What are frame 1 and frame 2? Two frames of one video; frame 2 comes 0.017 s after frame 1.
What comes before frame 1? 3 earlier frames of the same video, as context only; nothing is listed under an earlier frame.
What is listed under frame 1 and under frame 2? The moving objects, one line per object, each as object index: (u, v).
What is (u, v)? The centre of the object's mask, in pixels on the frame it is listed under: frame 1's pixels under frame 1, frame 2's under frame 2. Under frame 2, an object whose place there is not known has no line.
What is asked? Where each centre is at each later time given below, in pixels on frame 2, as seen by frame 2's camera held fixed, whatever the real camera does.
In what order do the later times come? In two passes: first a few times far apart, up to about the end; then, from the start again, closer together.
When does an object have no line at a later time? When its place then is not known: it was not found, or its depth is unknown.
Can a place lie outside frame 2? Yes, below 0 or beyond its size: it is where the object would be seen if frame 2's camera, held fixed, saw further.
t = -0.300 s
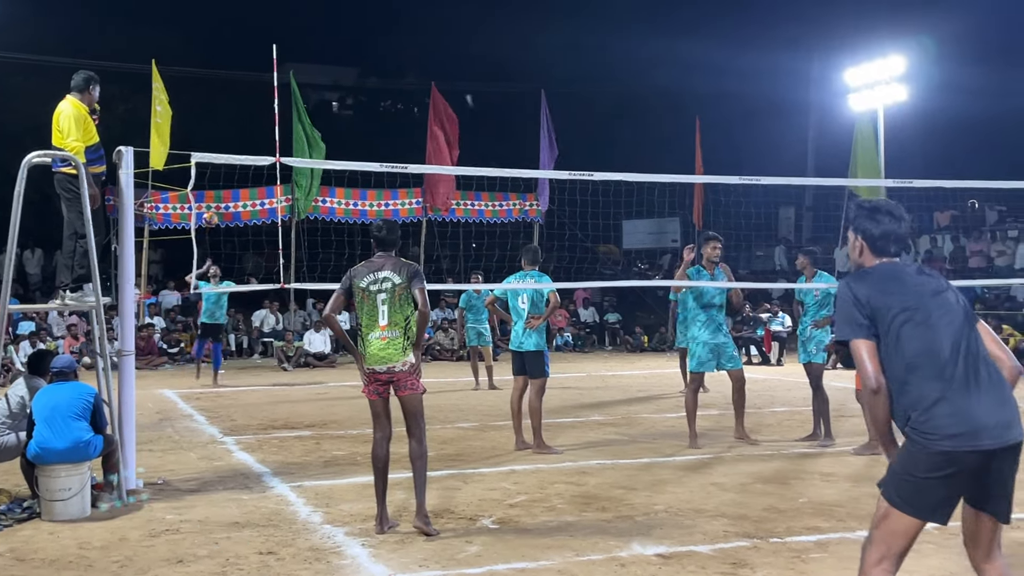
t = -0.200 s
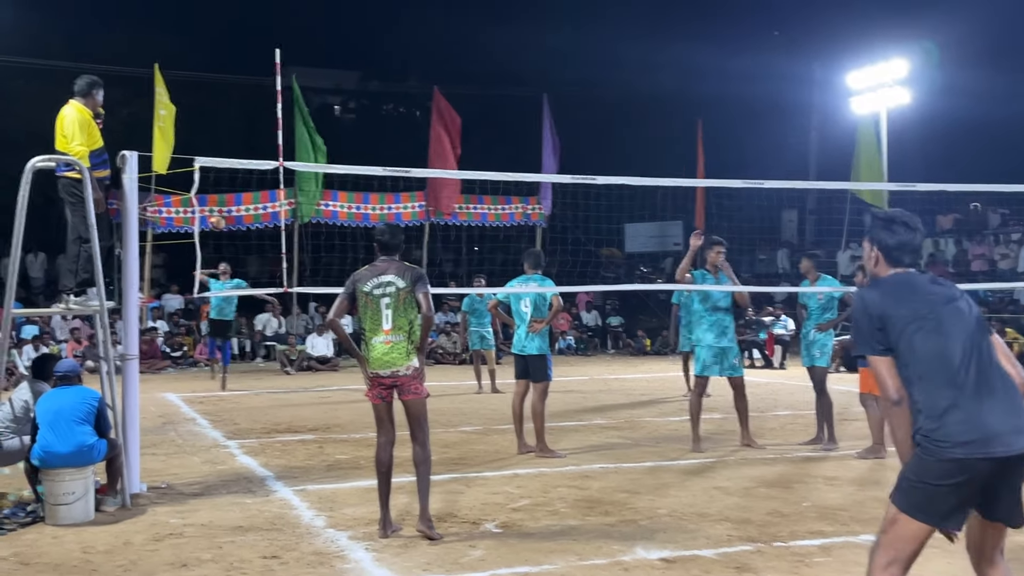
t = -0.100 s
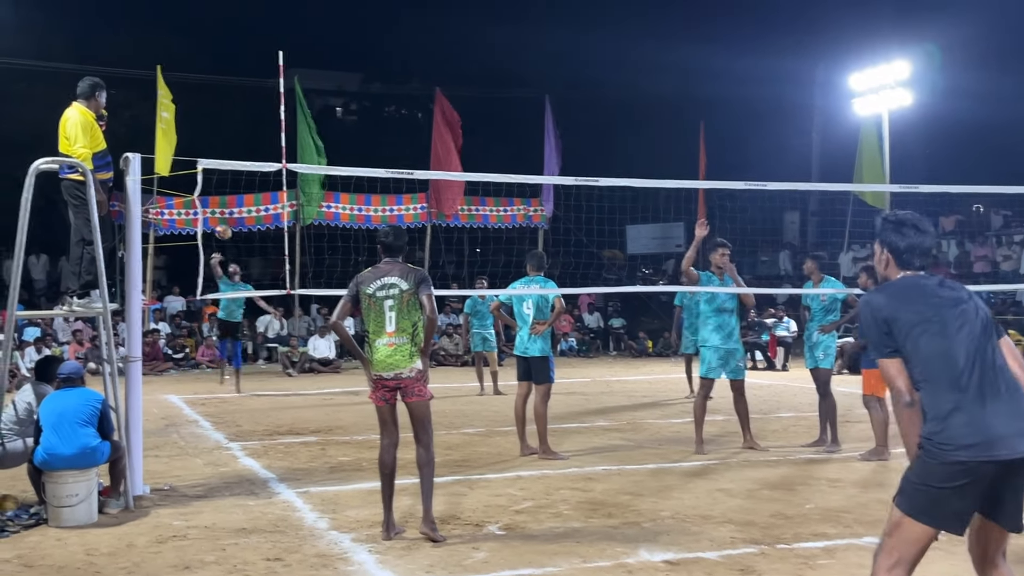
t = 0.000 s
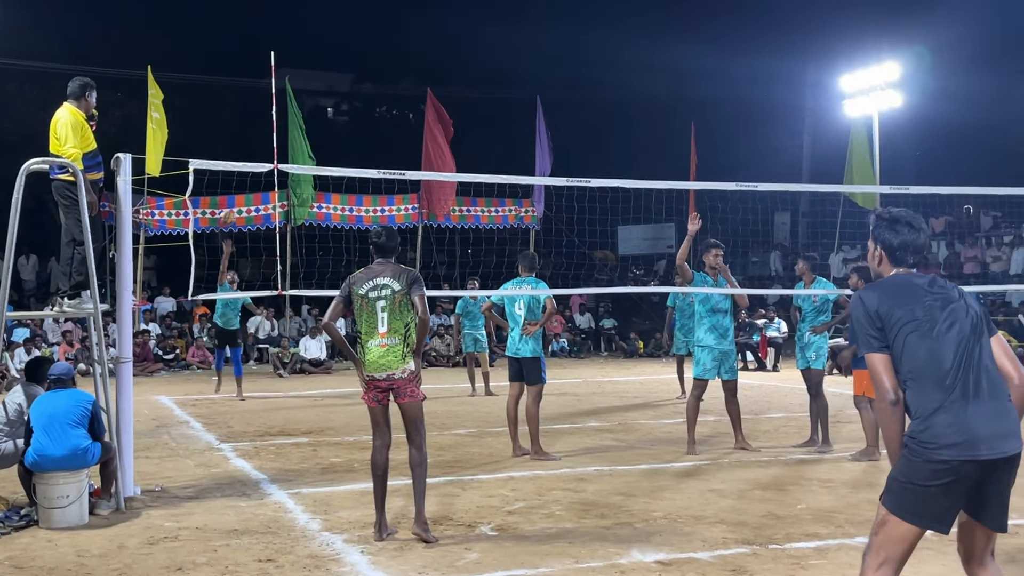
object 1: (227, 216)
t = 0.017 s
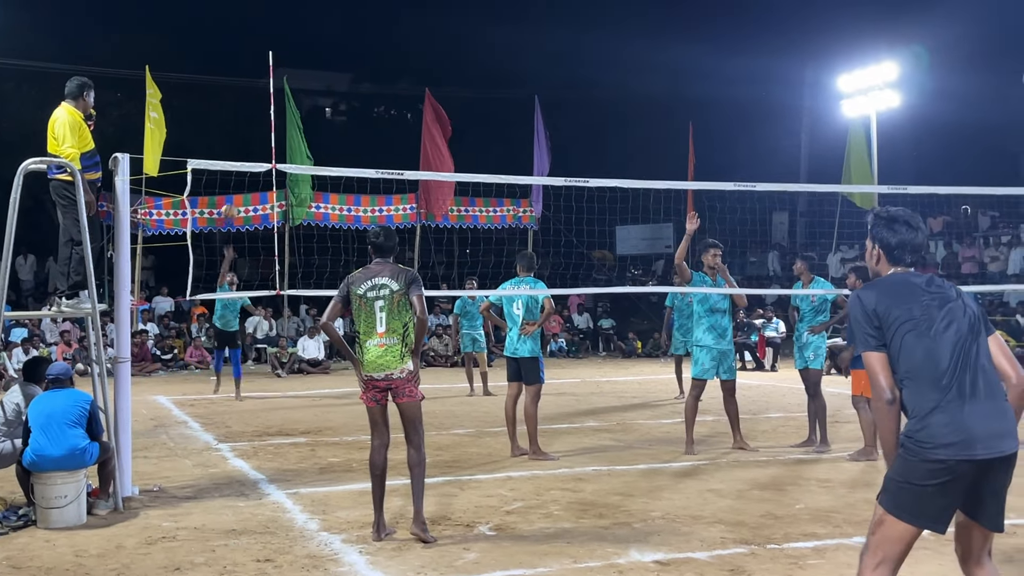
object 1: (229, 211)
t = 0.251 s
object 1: (286, 132)
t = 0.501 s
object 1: (371, 72)
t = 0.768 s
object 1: (538, 72)
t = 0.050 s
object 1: (236, 199)
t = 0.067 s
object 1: (240, 193)
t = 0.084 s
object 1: (244, 188)
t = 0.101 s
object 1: (248, 183)
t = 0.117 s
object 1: (252, 179)
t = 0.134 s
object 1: (256, 175)
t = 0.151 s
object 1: (260, 159)
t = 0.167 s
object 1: (264, 157)
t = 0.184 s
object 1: (268, 154)
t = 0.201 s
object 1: (273, 148)
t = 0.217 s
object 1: (277, 143)
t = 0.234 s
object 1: (283, 138)
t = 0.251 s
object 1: (286, 132)
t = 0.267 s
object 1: (290, 127)
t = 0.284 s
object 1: (295, 122)
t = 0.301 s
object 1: (300, 117)
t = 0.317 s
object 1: (305, 112)
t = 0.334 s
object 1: (309, 108)
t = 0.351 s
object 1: (315, 103)
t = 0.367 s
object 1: (320, 100)
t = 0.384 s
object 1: (326, 96)
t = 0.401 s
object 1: (332, 92)
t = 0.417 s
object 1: (338, 88)
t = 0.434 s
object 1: (344, 85)
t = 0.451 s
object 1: (350, 81)
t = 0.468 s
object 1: (357, 78)
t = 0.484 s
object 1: (363, 75)
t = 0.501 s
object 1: (371, 72)
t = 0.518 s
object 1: (378, 69)
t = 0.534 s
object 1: (385, 67)
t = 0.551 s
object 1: (394, 65)
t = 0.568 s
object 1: (403, 64)
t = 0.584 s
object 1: (411, 62)
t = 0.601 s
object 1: (421, 61)
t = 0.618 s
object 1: (431, 60)
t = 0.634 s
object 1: (440, 60)
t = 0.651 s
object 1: (451, 60)
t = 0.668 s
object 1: (464, 59)
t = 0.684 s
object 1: (474, 60)
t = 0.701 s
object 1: (486, 61)
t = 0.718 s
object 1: (498, 63)
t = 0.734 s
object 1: (510, 66)
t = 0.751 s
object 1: (524, 69)
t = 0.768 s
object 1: (538, 72)
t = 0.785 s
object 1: (552, 76)
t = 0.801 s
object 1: (568, 81)
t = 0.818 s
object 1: (585, 86)
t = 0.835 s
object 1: (601, 92)
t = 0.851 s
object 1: (620, 99)
